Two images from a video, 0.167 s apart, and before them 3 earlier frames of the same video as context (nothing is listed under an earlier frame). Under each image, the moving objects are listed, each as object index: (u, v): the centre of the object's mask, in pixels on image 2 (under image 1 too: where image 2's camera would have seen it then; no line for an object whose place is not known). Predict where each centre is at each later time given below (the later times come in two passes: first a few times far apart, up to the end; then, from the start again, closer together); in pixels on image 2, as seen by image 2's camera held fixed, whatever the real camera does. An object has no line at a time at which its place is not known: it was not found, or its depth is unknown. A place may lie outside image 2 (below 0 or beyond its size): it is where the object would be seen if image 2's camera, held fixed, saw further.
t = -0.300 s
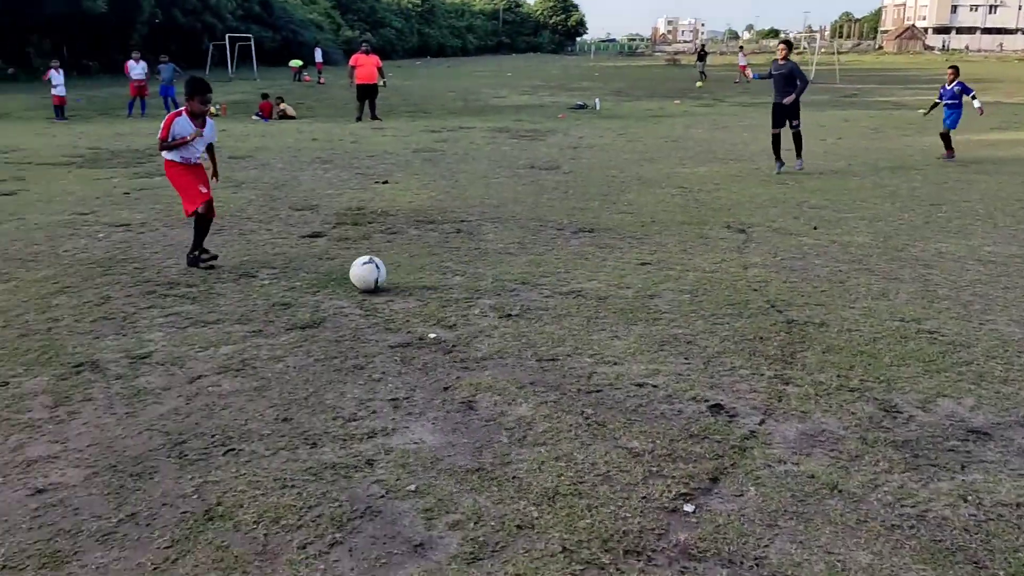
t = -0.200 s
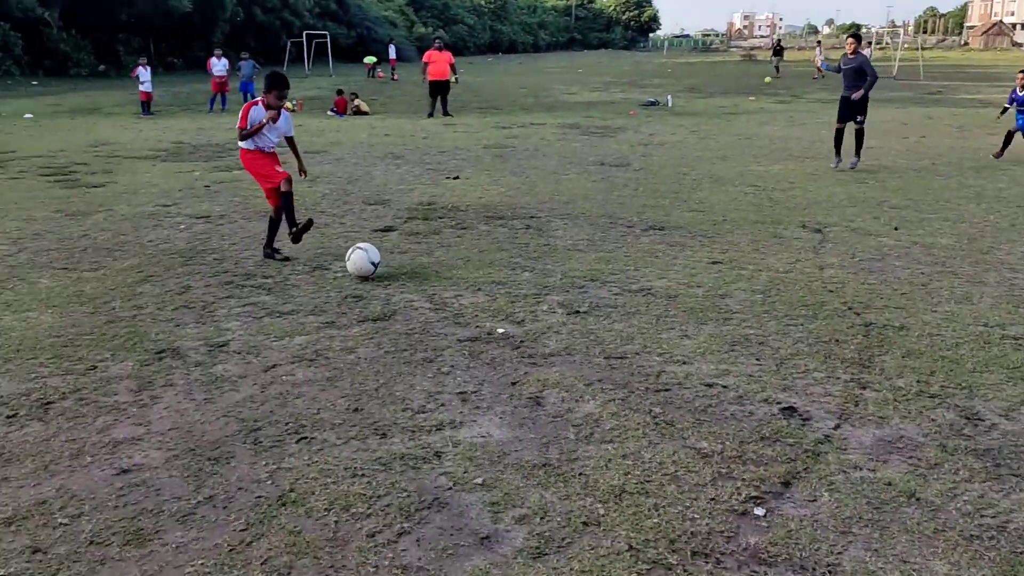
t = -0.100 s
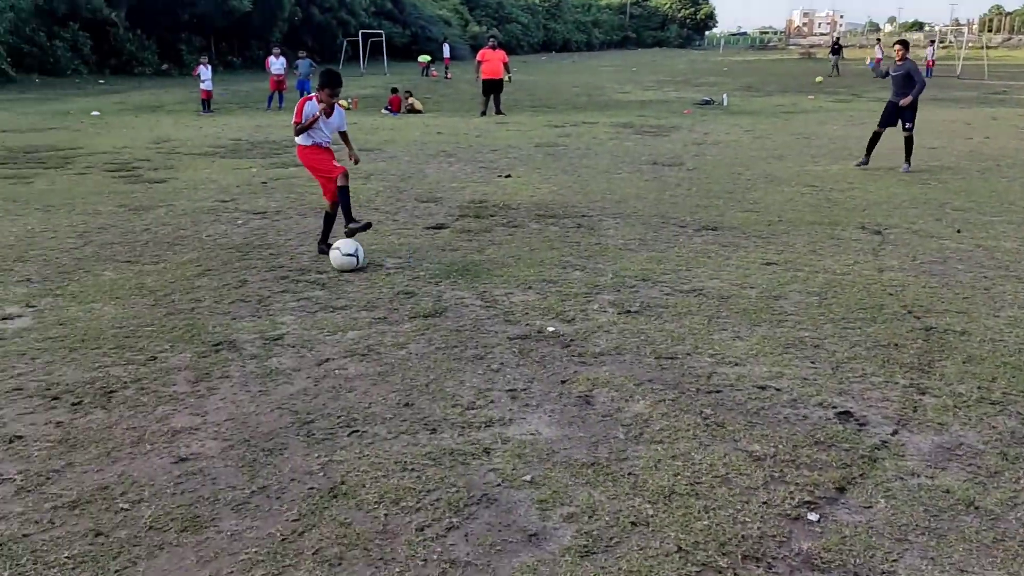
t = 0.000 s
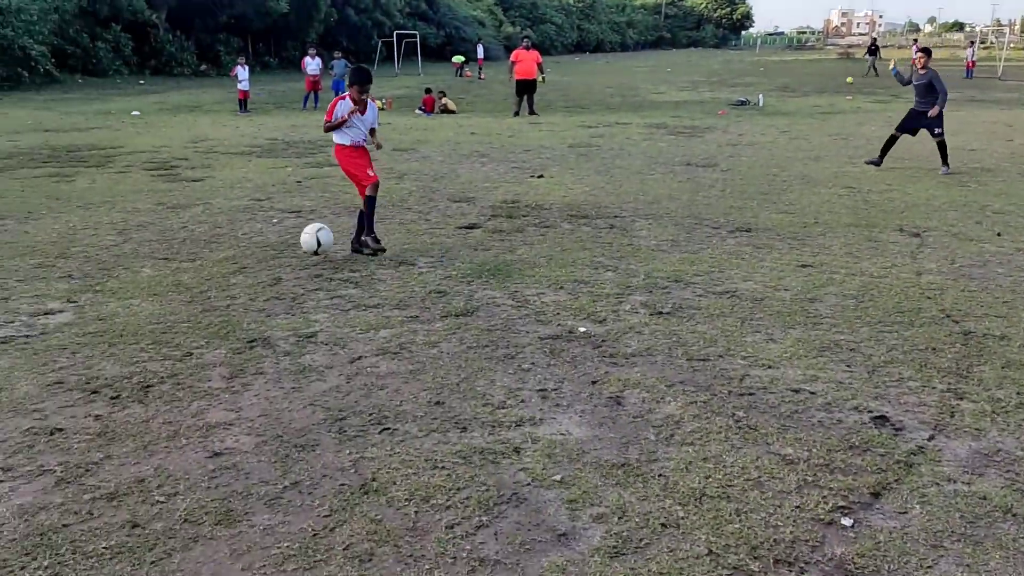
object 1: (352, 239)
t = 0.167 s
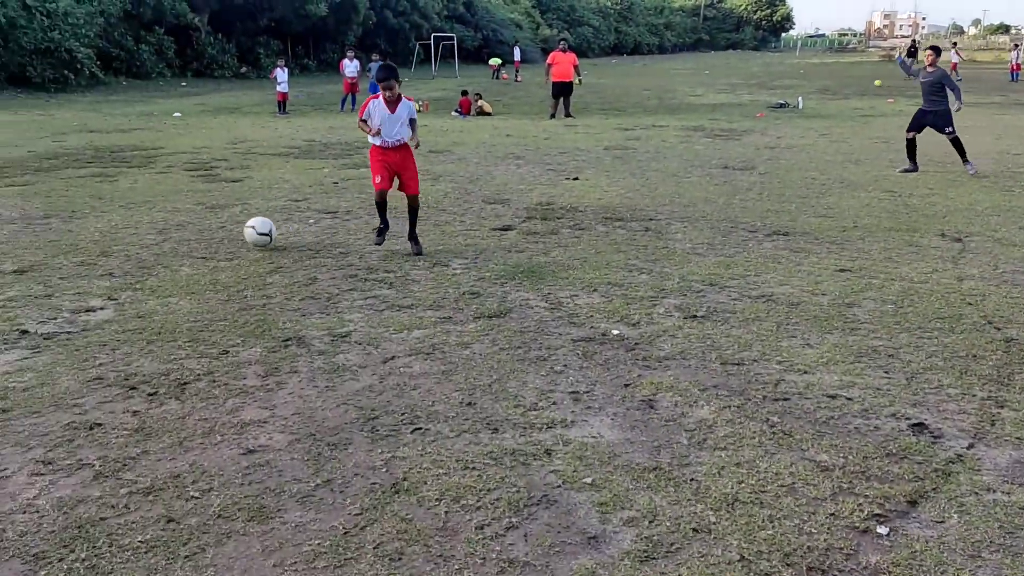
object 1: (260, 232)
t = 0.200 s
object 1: (243, 229)
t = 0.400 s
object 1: (147, 220)
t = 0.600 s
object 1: (58, 213)
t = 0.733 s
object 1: (4, 203)
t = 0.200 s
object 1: (243, 229)
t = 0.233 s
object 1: (228, 227)
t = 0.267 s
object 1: (210, 227)
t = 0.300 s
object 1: (194, 229)
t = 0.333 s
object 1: (178, 227)
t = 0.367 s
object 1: (162, 223)
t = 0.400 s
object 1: (147, 220)
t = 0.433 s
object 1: (131, 219)
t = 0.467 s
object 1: (117, 221)
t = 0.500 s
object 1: (103, 218)
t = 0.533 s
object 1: (87, 214)
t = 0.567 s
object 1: (72, 213)
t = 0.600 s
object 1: (58, 213)
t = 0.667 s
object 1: (31, 208)
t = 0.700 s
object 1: (17, 204)
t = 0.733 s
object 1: (4, 203)
